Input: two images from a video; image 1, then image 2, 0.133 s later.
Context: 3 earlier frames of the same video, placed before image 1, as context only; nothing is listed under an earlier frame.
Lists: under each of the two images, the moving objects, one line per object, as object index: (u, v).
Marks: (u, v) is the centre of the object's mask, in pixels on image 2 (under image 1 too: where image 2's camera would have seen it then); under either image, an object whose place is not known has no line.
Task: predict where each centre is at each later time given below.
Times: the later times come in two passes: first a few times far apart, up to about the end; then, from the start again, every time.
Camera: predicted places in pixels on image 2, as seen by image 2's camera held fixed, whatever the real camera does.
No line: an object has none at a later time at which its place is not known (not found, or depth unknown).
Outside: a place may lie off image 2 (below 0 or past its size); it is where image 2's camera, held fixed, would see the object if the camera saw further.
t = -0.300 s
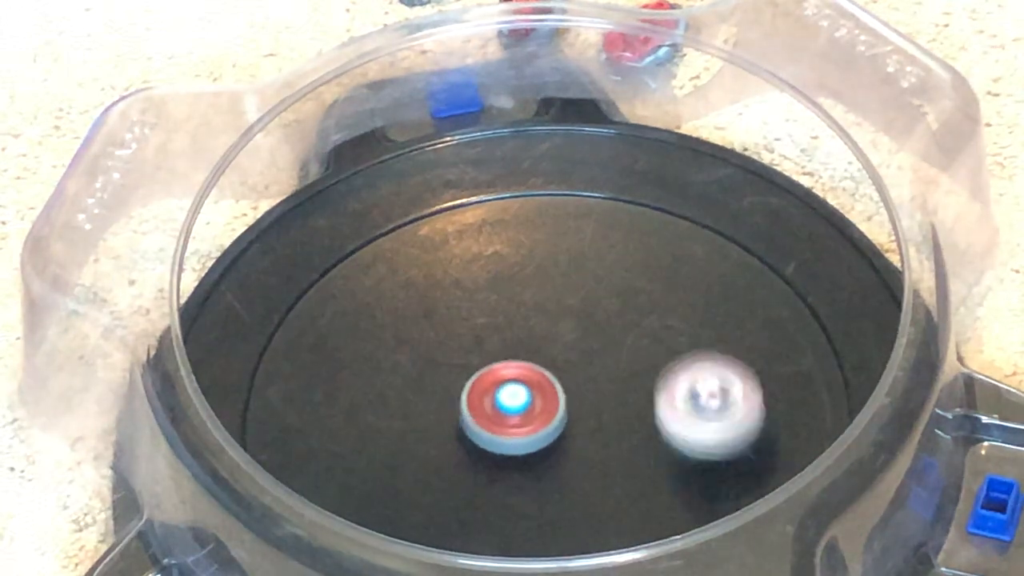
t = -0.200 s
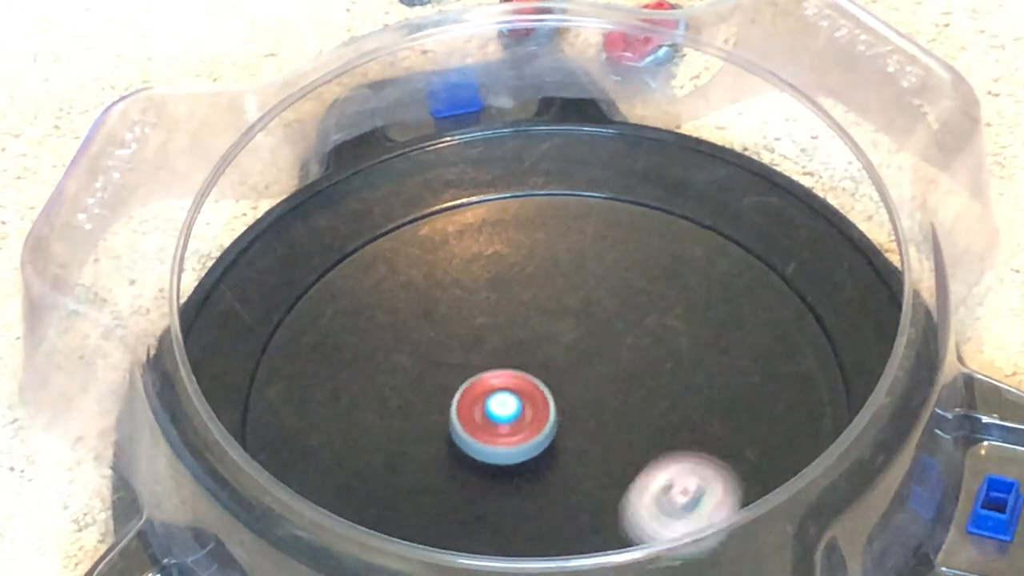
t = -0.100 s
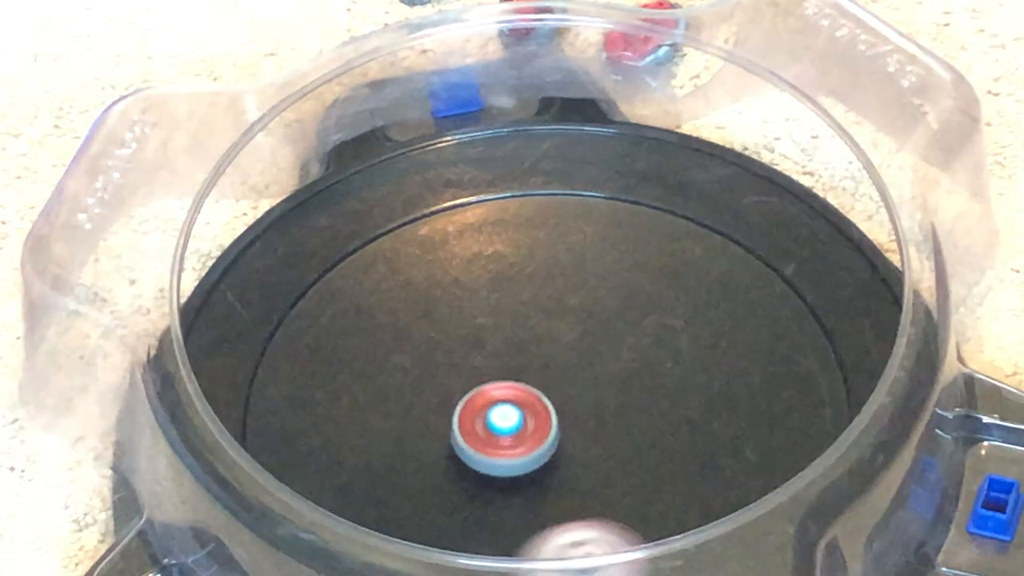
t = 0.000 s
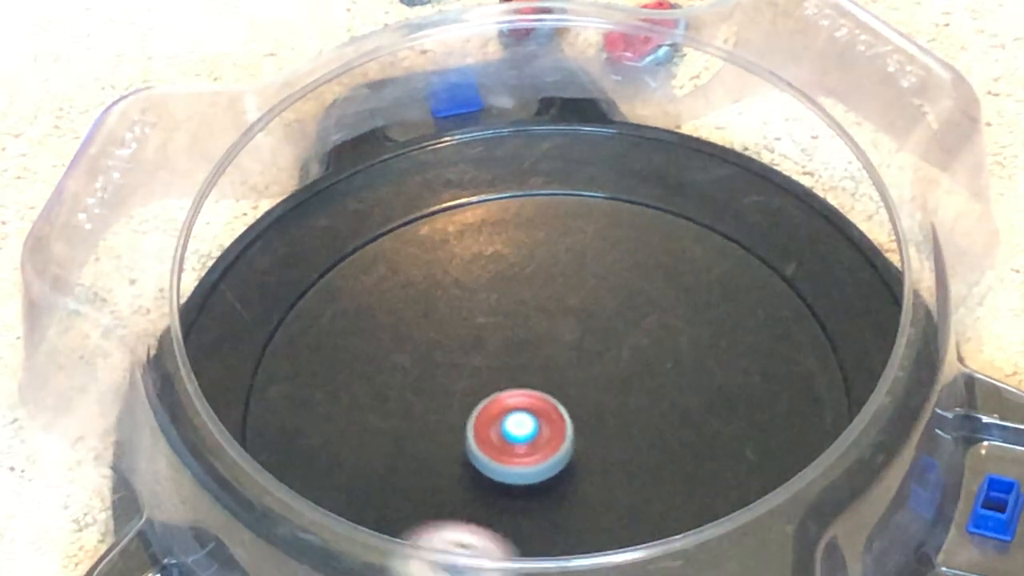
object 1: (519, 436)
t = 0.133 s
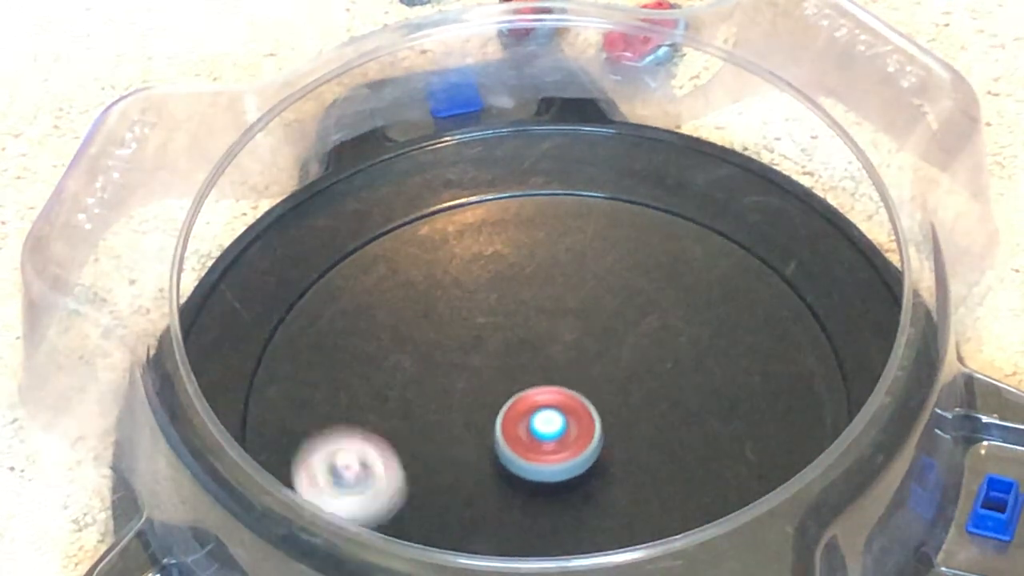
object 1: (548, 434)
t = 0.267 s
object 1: (560, 415)
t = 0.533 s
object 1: (530, 394)
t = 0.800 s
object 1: (533, 429)
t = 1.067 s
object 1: (579, 416)
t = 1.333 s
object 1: (555, 392)
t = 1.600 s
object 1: (544, 431)
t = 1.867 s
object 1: (591, 430)
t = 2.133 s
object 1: (586, 406)
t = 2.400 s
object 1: (546, 422)
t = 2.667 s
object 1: (568, 455)
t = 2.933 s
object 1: (590, 437)
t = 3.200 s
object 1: (554, 430)
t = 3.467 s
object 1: (555, 462)
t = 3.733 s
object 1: (579, 440)
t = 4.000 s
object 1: (542, 416)
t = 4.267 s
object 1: (534, 361)
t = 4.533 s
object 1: (507, 383)
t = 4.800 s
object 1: (539, 429)
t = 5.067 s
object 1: (569, 411)
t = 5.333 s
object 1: (544, 402)
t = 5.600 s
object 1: (553, 432)
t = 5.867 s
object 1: (585, 424)
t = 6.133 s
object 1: (566, 407)
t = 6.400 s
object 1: (558, 414)
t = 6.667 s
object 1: (557, 417)
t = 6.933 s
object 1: (517, 451)
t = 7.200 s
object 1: (528, 474)
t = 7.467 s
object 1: (522, 426)
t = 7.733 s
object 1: (537, 445)
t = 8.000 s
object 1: (589, 447)
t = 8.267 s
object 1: (590, 439)
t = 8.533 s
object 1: (575, 431)
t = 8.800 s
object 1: (592, 422)
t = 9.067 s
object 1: (602, 391)
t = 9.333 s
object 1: (562, 392)
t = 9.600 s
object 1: (543, 425)
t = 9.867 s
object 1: (547, 446)
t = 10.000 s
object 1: (556, 454)
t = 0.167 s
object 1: (552, 430)
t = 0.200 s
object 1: (555, 425)
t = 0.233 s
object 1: (558, 420)
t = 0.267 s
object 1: (560, 415)
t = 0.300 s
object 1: (560, 409)
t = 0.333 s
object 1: (559, 404)
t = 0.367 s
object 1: (555, 400)
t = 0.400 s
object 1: (551, 397)
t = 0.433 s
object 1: (546, 394)
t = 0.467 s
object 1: (541, 394)
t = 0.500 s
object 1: (536, 394)
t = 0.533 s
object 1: (530, 394)
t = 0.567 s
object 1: (525, 397)
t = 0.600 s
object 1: (521, 400)
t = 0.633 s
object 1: (518, 406)
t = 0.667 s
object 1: (518, 411)
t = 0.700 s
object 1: (519, 417)
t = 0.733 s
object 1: (522, 422)
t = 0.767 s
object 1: (526, 426)
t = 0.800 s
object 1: (533, 429)
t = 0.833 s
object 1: (540, 432)
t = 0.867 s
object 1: (547, 433)
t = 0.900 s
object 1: (554, 432)
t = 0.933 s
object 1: (561, 431)
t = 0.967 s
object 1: (567, 428)
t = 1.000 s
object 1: (572, 425)
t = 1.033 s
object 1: (576, 421)
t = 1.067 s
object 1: (579, 416)
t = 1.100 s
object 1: (580, 411)
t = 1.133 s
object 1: (580, 405)
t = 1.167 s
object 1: (578, 401)
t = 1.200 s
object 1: (575, 397)
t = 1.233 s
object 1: (571, 395)
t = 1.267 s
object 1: (566, 393)
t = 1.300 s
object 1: (561, 392)
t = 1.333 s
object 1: (555, 392)
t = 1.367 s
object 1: (549, 394)
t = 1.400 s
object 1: (545, 397)
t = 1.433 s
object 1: (541, 402)
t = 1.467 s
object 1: (538, 407)
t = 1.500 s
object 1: (536, 413)
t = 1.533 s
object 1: (537, 419)
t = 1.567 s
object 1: (540, 426)
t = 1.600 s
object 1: (544, 431)
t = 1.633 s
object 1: (549, 435)
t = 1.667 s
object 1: (554, 437)
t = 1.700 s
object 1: (560, 438)
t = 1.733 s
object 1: (567, 439)
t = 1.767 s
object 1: (573, 439)
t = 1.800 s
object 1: (578, 436)
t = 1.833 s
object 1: (585, 431)
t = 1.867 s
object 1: (591, 430)
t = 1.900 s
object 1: (594, 429)
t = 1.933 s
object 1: (596, 426)
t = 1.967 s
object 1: (597, 422)
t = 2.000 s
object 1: (597, 419)
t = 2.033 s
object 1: (596, 414)
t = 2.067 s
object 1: (594, 411)
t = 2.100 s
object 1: (591, 408)
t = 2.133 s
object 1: (586, 406)
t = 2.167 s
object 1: (581, 404)
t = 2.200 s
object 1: (576, 404)
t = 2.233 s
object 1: (569, 405)
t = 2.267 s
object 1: (563, 407)
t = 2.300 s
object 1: (558, 409)
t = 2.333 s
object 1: (553, 413)
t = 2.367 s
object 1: (549, 417)
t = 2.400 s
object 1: (546, 422)
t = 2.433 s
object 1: (545, 428)
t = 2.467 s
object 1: (545, 433)
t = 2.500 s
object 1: (547, 439)
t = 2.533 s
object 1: (549, 444)
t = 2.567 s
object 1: (553, 448)
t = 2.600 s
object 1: (558, 451)
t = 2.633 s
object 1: (564, 454)
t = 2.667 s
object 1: (568, 455)
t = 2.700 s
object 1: (570, 453)
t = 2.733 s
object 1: (573, 450)
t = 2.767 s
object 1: (579, 449)
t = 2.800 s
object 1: (585, 448)
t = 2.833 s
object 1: (588, 445)
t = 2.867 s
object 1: (590, 443)
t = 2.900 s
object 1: (590, 440)
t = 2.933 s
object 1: (590, 437)
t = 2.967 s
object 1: (588, 433)
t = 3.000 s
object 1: (584, 431)
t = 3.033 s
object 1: (581, 428)
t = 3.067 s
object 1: (576, 426)
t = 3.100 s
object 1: (570, 425)
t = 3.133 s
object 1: (564, 426)
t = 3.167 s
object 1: (559, 428)
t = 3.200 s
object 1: (554, 430)
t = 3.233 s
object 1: (549, 433)
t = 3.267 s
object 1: (544, 437)
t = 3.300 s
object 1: (542, 442)
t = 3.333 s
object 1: (542, 447)
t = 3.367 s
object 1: (543, 452)
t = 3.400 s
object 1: (546, 456)
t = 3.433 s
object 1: (550, 459)
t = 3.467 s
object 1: (555, 462)
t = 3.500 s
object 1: (560, 463)
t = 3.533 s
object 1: (566, 462)
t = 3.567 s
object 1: (571, 460)
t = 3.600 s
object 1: (575, 458)
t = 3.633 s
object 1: (579, 454)
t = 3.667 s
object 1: (580, 449)
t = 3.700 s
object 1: (581, 445)
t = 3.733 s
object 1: (579, 440)
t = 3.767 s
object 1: (575, 436)
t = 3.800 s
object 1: (570, 432)
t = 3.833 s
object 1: (565, 430)
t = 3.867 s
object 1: (558, 428)
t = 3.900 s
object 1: (550, 428)
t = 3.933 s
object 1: (543, 426)
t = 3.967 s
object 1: (539, 424)
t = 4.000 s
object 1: (542, 416)
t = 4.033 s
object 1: (551, 399)
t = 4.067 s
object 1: (560, 382)
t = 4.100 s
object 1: (563, 372)
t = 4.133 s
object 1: (561, 367)
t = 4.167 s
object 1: (555, 365)
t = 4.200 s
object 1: (548, 363)
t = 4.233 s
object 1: (541, 361)
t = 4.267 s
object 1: (534, 361)
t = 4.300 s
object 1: (527, 361)
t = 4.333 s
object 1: (521, 361)
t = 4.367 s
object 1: (516, 362)
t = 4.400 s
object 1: (510, 364)
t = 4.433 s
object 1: (506, 365)
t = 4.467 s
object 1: (503, 367)
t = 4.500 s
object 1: (500, 370)
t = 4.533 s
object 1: (507, 383)
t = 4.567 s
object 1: (515, 397)
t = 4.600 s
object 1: (520, 408)
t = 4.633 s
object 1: (520, 414)
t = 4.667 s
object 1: (522, 418)
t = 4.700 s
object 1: (525, 422)
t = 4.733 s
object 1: (529, 425)
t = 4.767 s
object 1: (533, 427)
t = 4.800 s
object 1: (539, 429)
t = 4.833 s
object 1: (544, 430)
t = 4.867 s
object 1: (549, 429)
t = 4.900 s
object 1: (553, 427)
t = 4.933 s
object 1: (556, 424)
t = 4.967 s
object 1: (559, 419)
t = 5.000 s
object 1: (564, 415)
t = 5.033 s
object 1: (567, 414)
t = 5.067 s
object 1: (569, 411)
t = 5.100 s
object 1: (568, 407)
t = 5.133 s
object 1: (568, 404)
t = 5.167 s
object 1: (565, 402)
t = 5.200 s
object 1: (561, 399)
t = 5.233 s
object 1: (557, 398)
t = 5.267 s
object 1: (552, 398)
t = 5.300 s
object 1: (548, 399)
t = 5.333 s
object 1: (544, 402)
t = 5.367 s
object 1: (541, 405)
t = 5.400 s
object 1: (538, 410)
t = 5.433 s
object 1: (538, 414)
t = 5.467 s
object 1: (539, 419)
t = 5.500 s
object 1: (541, 424)
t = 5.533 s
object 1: (544, 428)
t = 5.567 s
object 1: (548, 430)
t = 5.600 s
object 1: (553, 432)
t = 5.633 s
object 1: (557, 433)
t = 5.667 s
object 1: (562, 435)
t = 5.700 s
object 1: (567, 436)
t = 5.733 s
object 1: (572, 436)
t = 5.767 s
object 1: (577, 434)
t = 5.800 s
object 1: (580, 431)
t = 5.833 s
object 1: (583, 428)
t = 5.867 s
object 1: (585, 424)
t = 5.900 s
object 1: (585, 420)
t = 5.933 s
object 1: (585, 417)
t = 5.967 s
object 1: (583, 414)
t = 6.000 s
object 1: (581, 411)
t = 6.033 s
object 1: (579, 409)
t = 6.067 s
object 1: (575, 408)
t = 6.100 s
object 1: (571, 407)
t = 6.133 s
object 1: (566, 407)
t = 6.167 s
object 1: (562, 408)
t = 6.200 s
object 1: (558, 408)
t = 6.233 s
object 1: (554, 409)
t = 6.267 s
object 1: (554, 410)
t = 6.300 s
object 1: (555, 411)
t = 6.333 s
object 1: (558, 412)
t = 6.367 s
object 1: (558, 414)
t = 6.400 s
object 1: (558, 414)
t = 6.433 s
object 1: (558, 414)
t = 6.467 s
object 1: (558, 414)
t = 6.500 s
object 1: (559, 414)
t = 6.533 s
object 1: (558, 414)
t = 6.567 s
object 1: (558, 414)
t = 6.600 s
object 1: (558, 415)
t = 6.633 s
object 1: (558, 416)
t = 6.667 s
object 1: (557, 417)
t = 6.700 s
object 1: (557, 417)
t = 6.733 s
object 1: (557, 418)
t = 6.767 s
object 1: (557, 420)
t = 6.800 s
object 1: (558, 422)
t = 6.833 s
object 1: (559, 424)
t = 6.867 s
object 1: (550, 430)
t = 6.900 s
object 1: (530, 443)
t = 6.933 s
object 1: (517, 451)
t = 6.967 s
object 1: (511, 455)
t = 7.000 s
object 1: (512, 458)
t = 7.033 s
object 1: (514, 460)
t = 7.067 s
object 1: (517, 464)
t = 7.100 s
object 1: (519, 467)
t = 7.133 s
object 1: (522, 470)
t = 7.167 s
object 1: (525, 472)
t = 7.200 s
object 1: (528, 474)
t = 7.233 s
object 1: (531, 476)
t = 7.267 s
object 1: (534, 477)
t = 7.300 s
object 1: (536, 478)
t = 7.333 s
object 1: (533, 472)
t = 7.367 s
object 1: (527, 457)
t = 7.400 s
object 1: (524, 447)
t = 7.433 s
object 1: (521, 436)
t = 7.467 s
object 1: (522, 426)
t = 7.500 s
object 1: (525, 421)
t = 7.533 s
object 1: (527, 422)
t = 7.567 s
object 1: (527, 426)
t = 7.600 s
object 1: (528, 429)
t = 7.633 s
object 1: (529, 433)
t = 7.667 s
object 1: (530, 438)
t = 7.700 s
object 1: (533, 442)
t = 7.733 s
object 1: (537, 445)
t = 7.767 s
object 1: (549, 446)
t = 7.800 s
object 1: (564, 449)
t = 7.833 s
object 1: (573, 451)
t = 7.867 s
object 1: (578, 451)
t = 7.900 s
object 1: (582, 450)
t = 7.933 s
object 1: (585, 450)
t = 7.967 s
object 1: (587, 448)
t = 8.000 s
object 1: (589, 447)
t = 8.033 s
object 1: (590, 446)
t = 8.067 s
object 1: (591, 445)
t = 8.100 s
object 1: (593, 443)
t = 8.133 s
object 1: (593, 442)
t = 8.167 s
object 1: (594, 440)
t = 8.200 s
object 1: (594, 439)
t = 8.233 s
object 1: (592, 439)
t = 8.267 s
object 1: (590, 439)
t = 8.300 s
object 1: (588, 438)
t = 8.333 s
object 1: (586, 438)
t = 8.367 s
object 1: (582, 437)
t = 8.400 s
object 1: (581, 436)
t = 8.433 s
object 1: (581, 435)
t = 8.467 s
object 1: (579, 433)
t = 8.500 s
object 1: (578, 432)
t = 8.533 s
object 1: (575, 431)
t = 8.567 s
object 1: (573, 430)
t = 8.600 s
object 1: (571, 431)
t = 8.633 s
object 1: (569, 432)
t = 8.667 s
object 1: (568, 432)
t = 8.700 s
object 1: (567, 432)
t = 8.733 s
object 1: (566, 434)
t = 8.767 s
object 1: (571, 432)
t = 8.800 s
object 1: (592, 422)
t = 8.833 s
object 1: (607, 415)
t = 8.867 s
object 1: (616, 409)
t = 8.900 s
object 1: (618, 405)
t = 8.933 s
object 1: (617, 402)
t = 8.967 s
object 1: (615, 399)
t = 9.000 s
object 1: (611, 396)
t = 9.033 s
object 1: (606, 393)
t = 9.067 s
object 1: (602, 391)
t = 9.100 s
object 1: (597, 388)
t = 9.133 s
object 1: (592, 387)
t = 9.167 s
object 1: (587, 386)
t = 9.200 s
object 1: (582, 386)
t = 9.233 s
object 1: (577, 386)
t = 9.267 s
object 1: (571, 387)
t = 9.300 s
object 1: (567, 388)
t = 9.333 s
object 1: (562, 392)
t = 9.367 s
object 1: (559, 401)
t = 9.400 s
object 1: (555, 407)
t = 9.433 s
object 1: (552, 411)
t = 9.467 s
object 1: (549, 414)
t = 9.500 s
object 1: (547, 417)
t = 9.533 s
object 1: (545, 419)
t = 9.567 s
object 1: (544, 422)
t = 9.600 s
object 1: (543, 425)
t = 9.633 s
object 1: (541, 428)
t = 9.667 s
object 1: (541, 431)
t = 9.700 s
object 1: (541, 435)
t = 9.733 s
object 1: (541, 437)
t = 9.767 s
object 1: (541, 440)
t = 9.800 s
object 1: (542, 442)
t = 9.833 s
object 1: (544, 444)
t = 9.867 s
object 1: (547, 446)
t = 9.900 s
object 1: (550, 448)
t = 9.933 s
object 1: (551, 451)
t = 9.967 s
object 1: (553, 453)
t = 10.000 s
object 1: (556, 454)
